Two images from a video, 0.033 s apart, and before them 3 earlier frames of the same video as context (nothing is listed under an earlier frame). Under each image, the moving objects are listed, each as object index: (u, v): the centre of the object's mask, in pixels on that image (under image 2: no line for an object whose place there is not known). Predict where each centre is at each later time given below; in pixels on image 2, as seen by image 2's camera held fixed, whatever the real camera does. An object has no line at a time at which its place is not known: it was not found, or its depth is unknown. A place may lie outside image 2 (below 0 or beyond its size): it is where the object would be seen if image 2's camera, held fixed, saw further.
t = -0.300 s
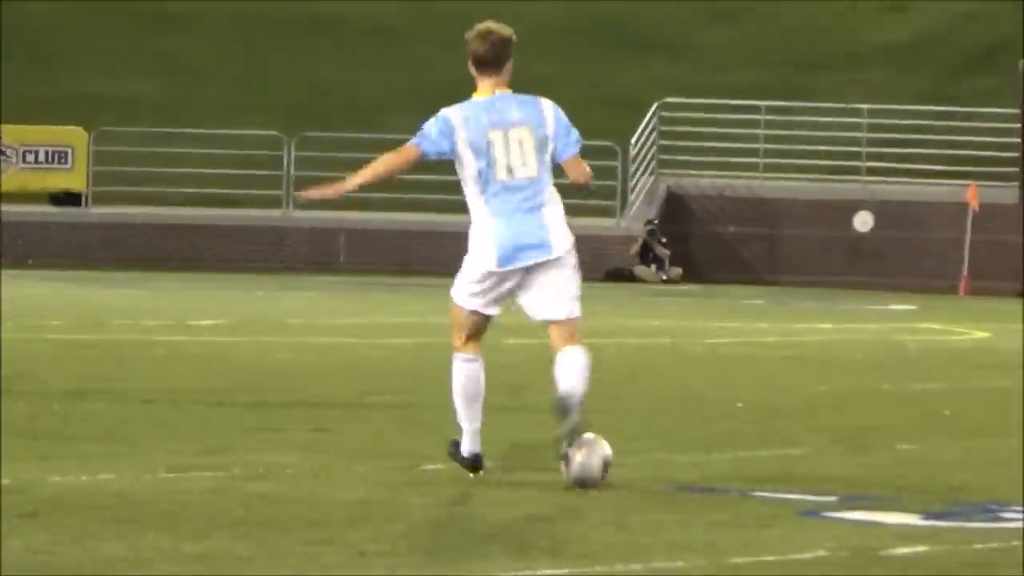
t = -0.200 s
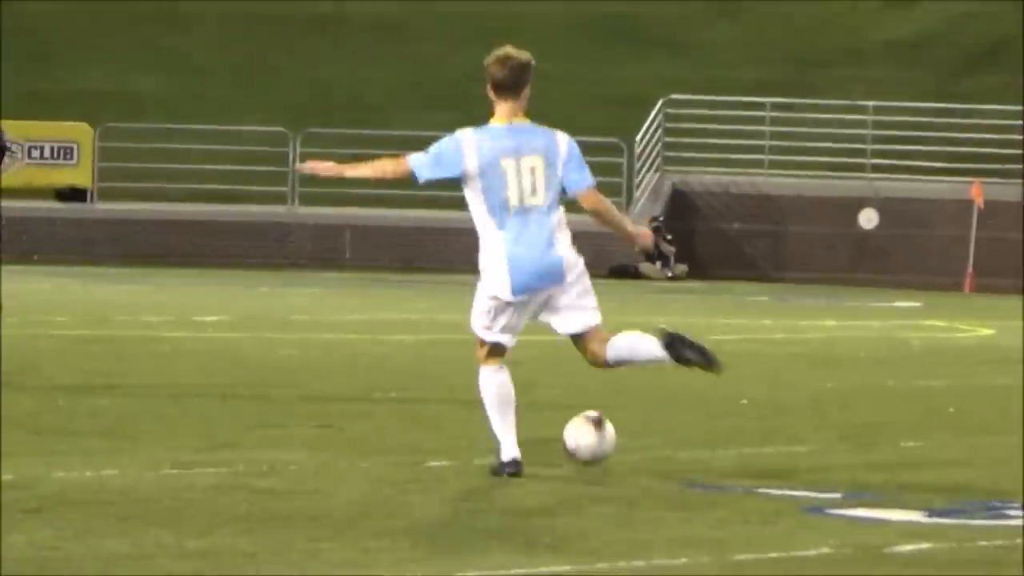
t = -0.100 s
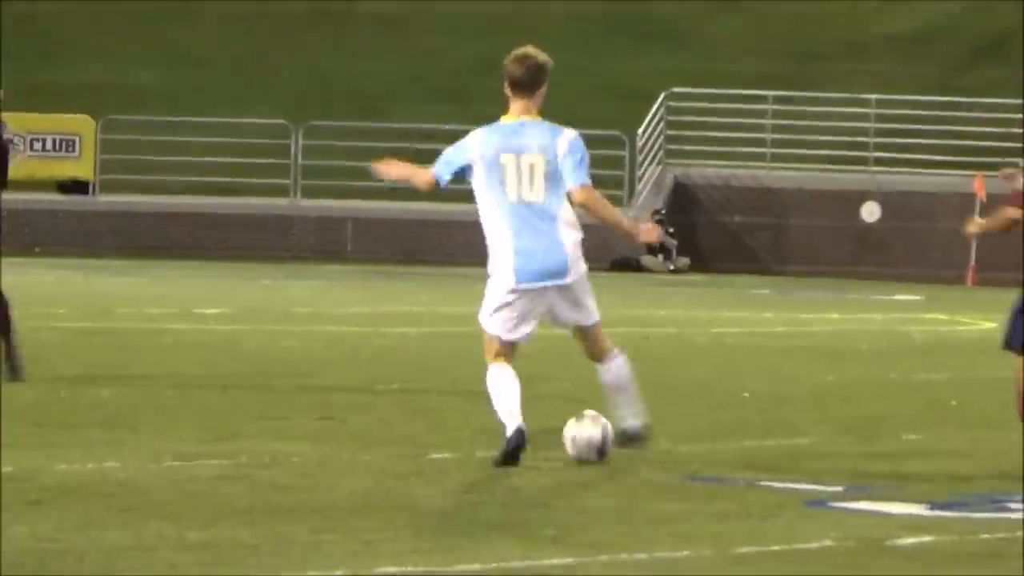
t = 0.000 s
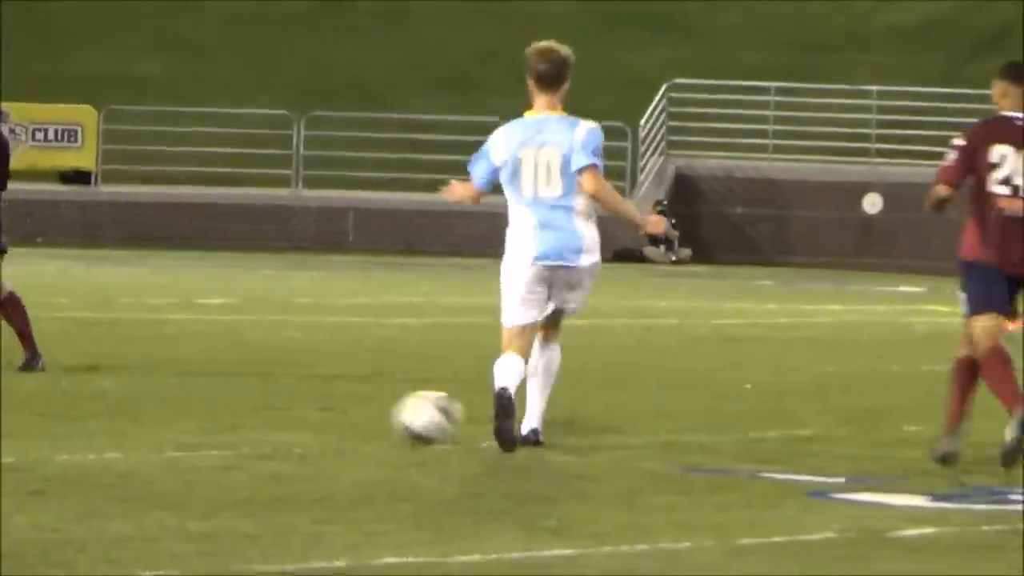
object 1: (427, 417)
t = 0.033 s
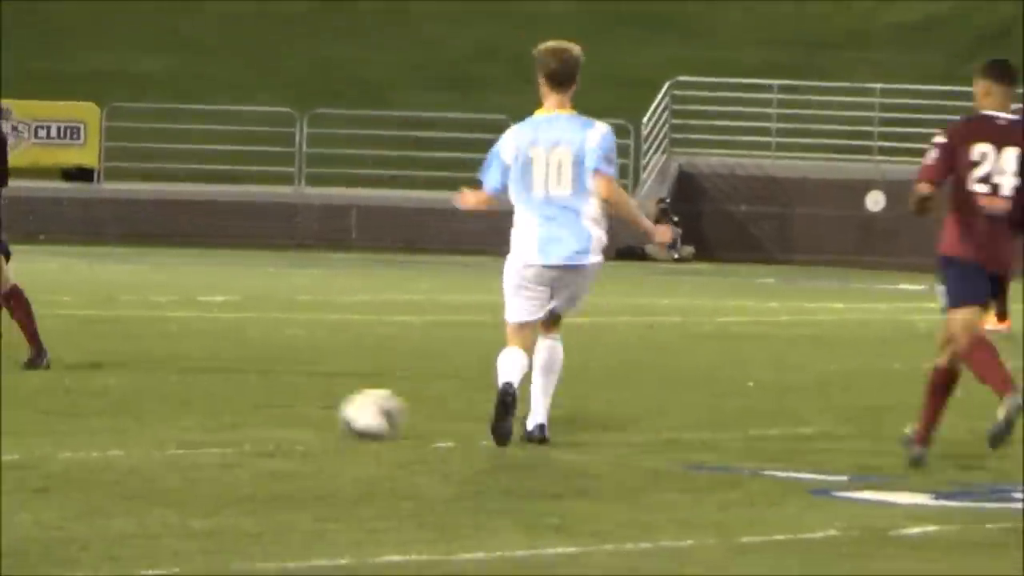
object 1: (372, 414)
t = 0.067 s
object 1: (321, 407)
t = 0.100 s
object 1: (275, 400)
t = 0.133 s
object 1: (229, 395)
